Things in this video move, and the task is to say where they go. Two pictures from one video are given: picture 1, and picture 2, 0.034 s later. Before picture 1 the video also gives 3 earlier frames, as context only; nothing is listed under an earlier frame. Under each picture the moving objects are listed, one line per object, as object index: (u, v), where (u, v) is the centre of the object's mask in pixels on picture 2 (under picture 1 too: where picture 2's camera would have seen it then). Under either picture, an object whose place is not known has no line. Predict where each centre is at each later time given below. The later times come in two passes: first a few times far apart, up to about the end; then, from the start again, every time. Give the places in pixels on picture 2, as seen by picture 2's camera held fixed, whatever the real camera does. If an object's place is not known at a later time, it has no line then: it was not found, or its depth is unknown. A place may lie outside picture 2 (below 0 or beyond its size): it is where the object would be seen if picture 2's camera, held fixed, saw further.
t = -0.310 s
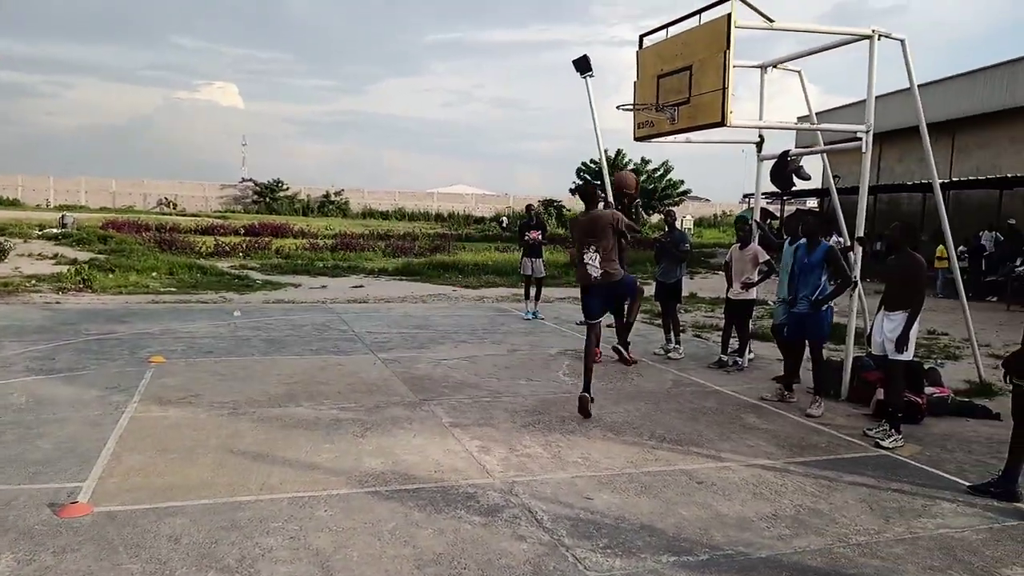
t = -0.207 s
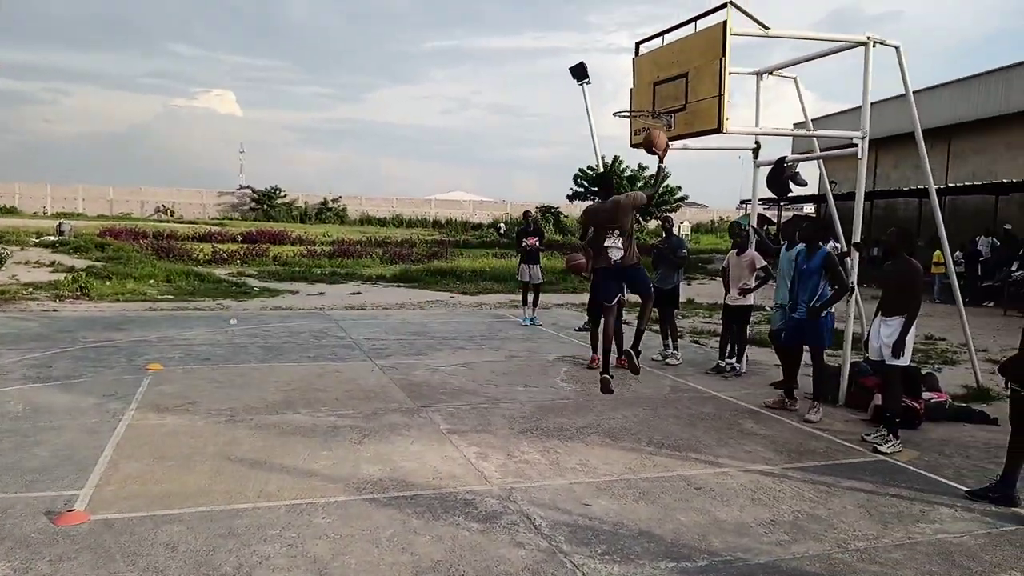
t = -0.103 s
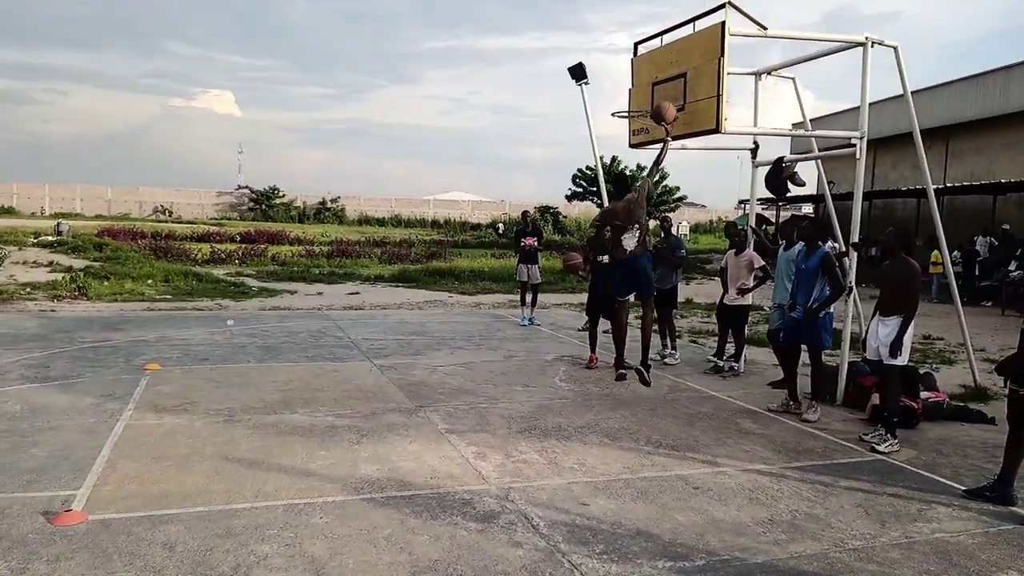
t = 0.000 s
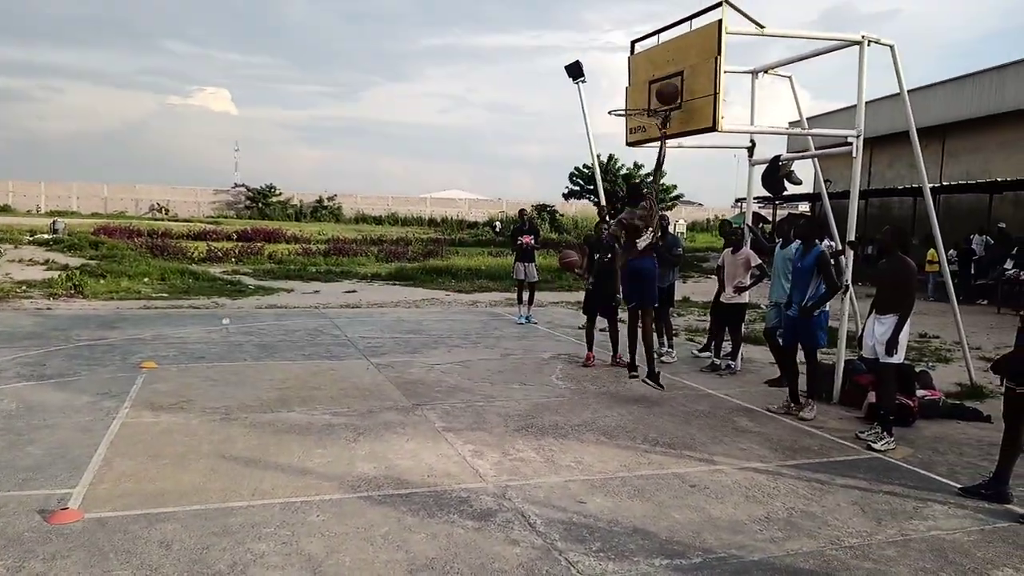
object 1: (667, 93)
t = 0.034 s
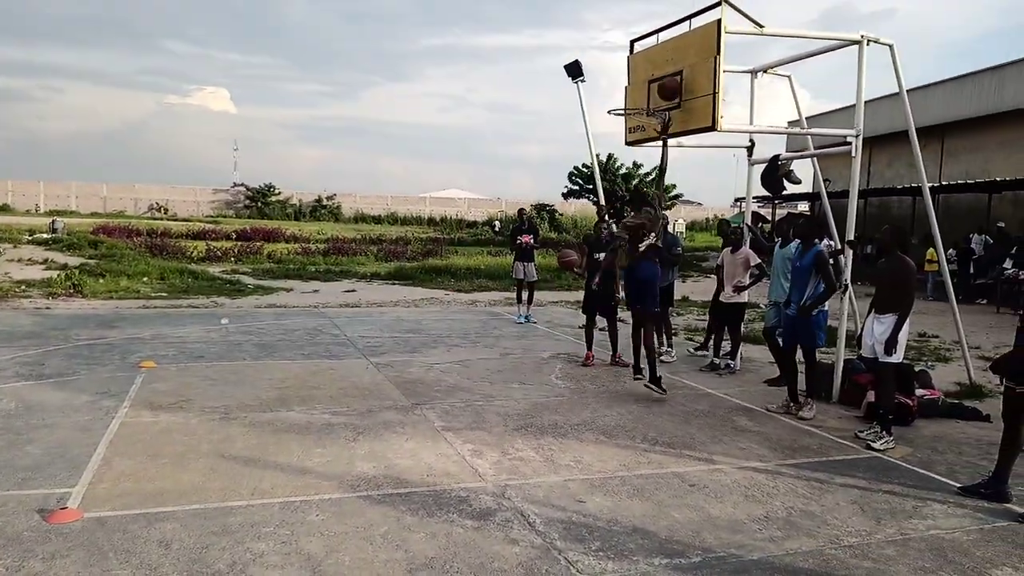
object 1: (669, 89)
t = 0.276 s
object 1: (645, 93)
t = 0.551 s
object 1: (604, 162)
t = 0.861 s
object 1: (556, 318)
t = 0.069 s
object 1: (672, 85)
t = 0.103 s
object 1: (672, 85)
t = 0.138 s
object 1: (665, 85)
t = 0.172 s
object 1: (660, 85)
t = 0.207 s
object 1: (656, 86)
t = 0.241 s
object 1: (650, 89)
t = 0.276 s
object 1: (645, 93)
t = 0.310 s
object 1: (640, 98)
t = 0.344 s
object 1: (635, 105)
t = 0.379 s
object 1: (630, 112)
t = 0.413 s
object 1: (624, 120)
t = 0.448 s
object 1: (619, 129)
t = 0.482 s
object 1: (614, 139)
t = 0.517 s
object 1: (609, 150)
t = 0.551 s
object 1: (604, 162)
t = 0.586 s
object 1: (599, 176)
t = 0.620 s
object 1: (594, 190)
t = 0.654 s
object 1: (588, 206)
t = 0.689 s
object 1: (582, 222)
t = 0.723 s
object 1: (578, 240)
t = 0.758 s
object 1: (574, 258)
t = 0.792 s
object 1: (567, 277)
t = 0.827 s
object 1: (561, 298)
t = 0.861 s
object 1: (556, 318)
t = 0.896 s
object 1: (551, 339)
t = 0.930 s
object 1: (546, 362)
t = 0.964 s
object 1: (542, 374)
